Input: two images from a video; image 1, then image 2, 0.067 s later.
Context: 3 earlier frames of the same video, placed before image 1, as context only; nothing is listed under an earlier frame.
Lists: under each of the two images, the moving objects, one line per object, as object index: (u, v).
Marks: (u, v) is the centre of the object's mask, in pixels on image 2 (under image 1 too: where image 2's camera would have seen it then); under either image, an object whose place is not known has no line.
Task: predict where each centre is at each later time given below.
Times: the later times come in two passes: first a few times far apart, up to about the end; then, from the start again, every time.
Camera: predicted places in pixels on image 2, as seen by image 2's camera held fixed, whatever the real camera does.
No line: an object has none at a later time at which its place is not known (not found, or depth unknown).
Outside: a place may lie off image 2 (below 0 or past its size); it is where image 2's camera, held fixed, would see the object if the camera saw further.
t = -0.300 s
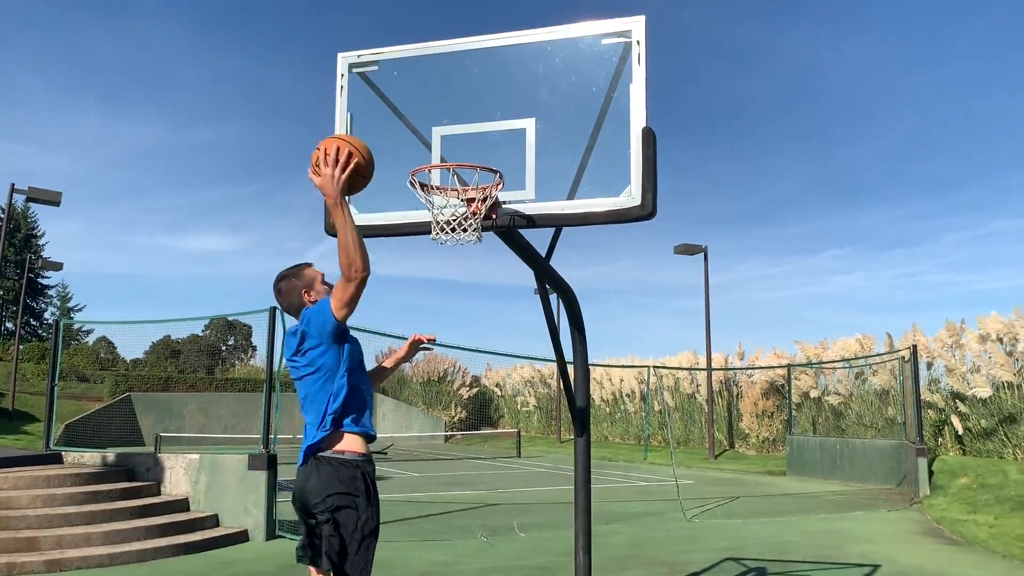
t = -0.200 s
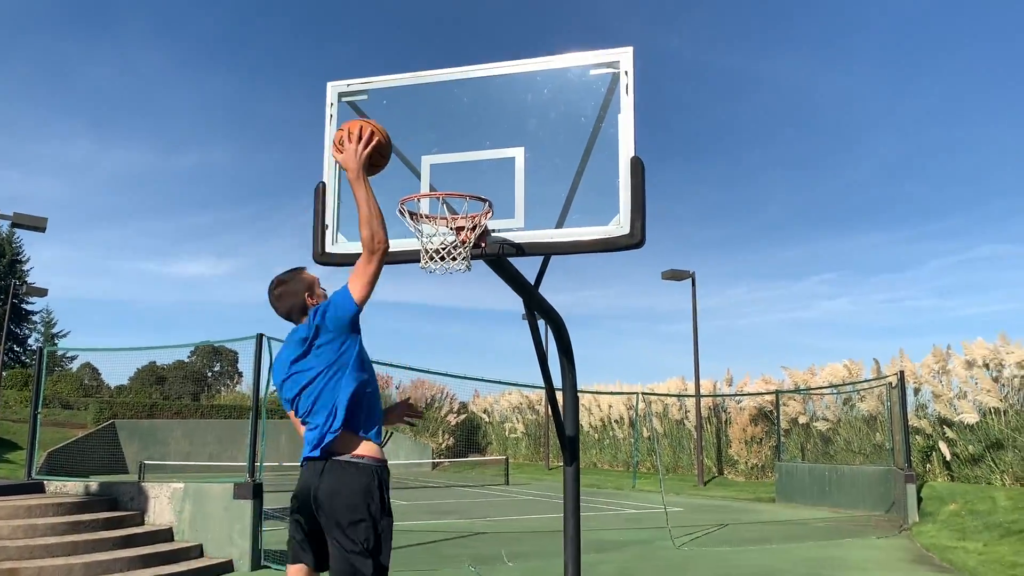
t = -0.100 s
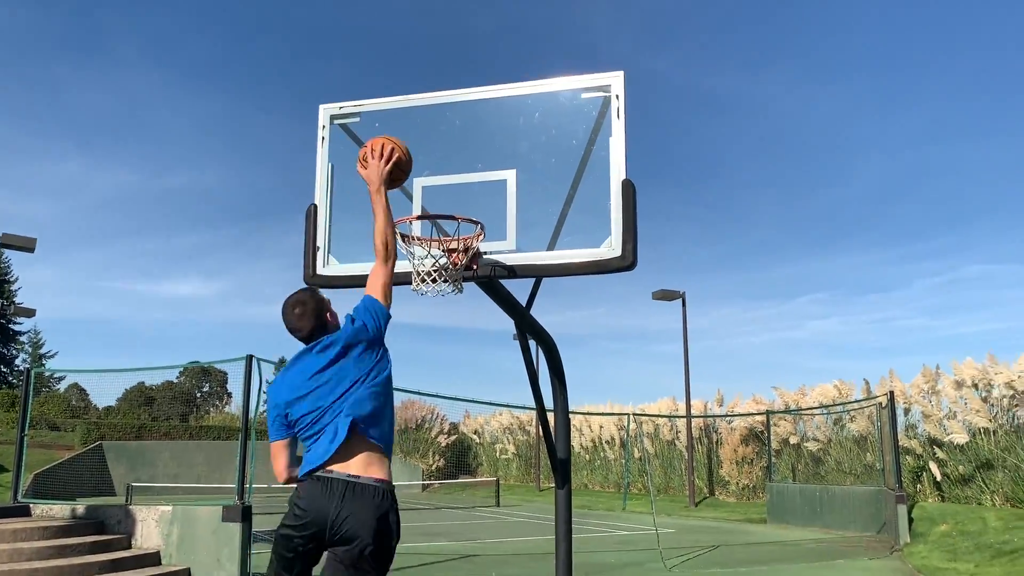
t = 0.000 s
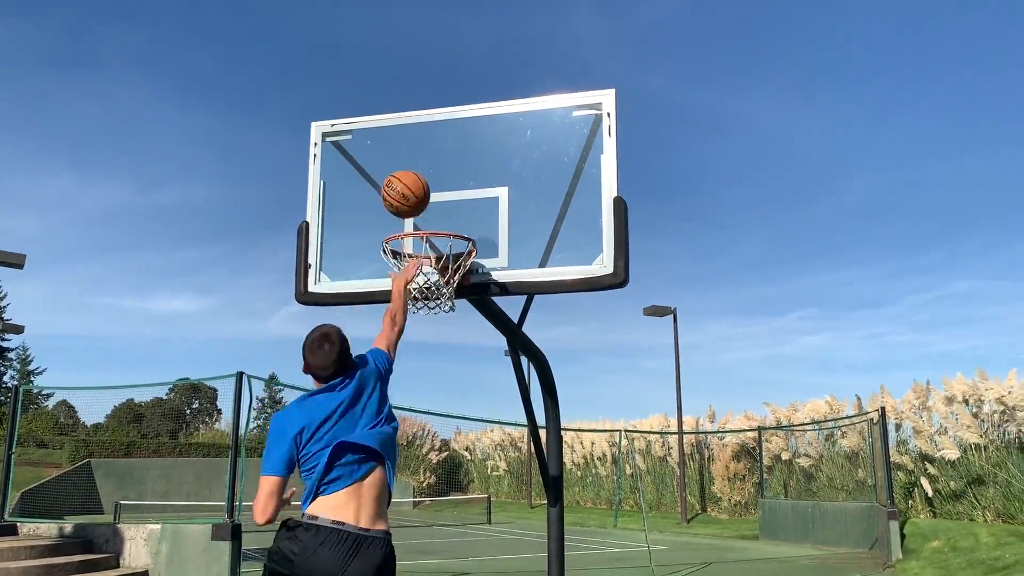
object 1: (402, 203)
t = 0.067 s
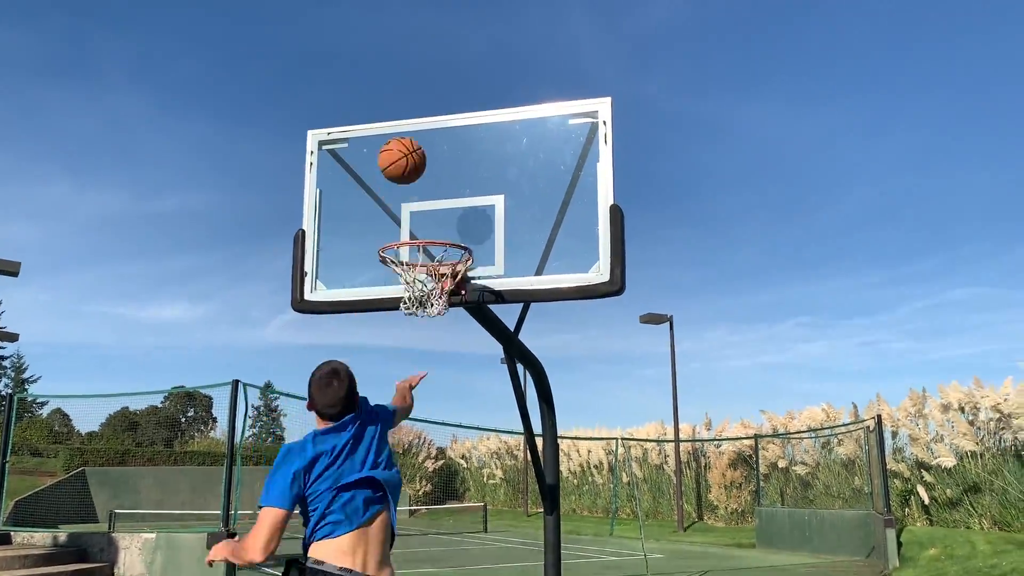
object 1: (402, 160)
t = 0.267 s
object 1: (400, 89)
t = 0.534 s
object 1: (399, 105)
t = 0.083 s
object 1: (402, 152)
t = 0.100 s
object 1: (402, 144)
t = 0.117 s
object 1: (402, 136)
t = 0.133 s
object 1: (402, 129)
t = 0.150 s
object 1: (402, 122)
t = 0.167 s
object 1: (402, 116)
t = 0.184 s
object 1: (401, 110)
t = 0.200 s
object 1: (401, 105)
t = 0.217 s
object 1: (401, 100)
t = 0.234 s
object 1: (401, 96)
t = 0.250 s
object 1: (400, 92)
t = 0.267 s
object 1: (400, 89)
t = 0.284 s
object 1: (400, 86)
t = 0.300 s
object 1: (400, 84)
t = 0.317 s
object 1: (400, 83)
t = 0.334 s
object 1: (399, 82)
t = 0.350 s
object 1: (400, 81)
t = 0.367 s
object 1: (399, 81)
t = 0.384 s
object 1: (399, 82)
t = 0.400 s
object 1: (399, 83)
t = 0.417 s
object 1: (399, 84)
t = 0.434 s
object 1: (399, 85)
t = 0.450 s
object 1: (399, 87)
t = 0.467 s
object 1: (399, 90)
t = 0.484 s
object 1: (399, 93)
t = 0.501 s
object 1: (399, 97)
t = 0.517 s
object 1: (399, 100)
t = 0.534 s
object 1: (399, 105)
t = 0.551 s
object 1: (399, 110)
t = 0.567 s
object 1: (399, 115)
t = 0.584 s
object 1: (398, 121)
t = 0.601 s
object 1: (398, 127)
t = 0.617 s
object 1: (398, 134)
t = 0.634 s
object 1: (398, 142)
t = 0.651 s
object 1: (397, 149)
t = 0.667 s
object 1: (397, 157)
